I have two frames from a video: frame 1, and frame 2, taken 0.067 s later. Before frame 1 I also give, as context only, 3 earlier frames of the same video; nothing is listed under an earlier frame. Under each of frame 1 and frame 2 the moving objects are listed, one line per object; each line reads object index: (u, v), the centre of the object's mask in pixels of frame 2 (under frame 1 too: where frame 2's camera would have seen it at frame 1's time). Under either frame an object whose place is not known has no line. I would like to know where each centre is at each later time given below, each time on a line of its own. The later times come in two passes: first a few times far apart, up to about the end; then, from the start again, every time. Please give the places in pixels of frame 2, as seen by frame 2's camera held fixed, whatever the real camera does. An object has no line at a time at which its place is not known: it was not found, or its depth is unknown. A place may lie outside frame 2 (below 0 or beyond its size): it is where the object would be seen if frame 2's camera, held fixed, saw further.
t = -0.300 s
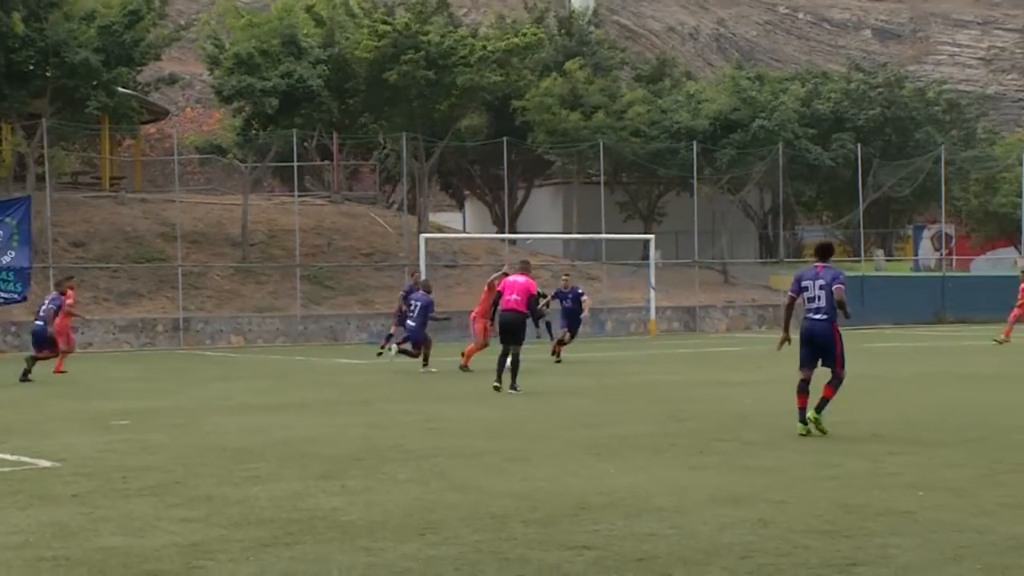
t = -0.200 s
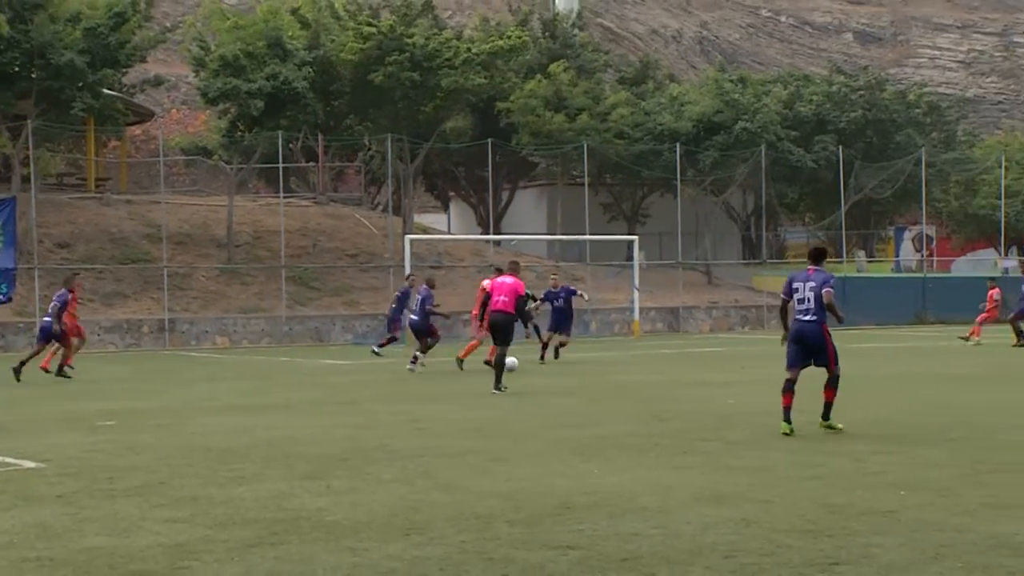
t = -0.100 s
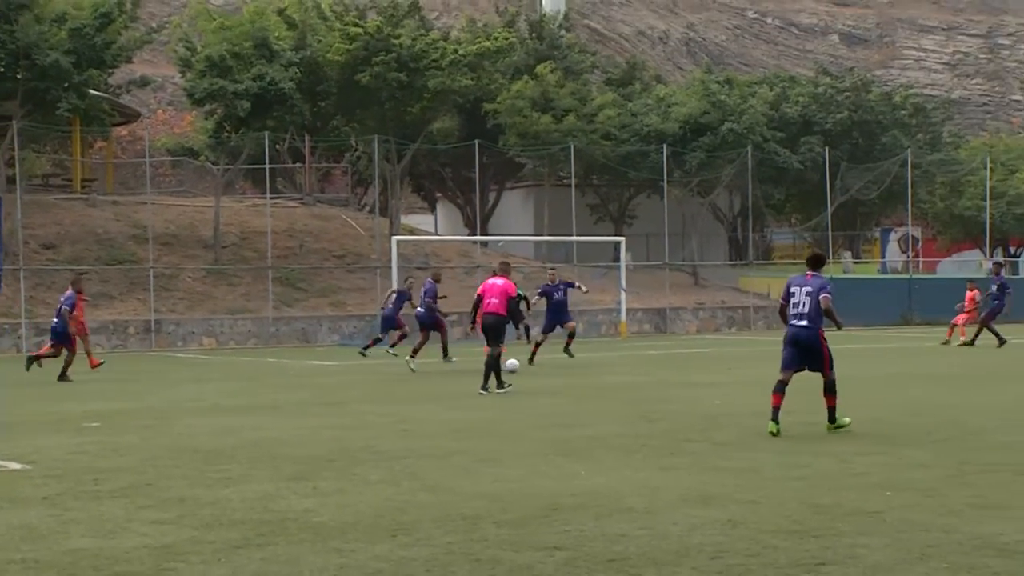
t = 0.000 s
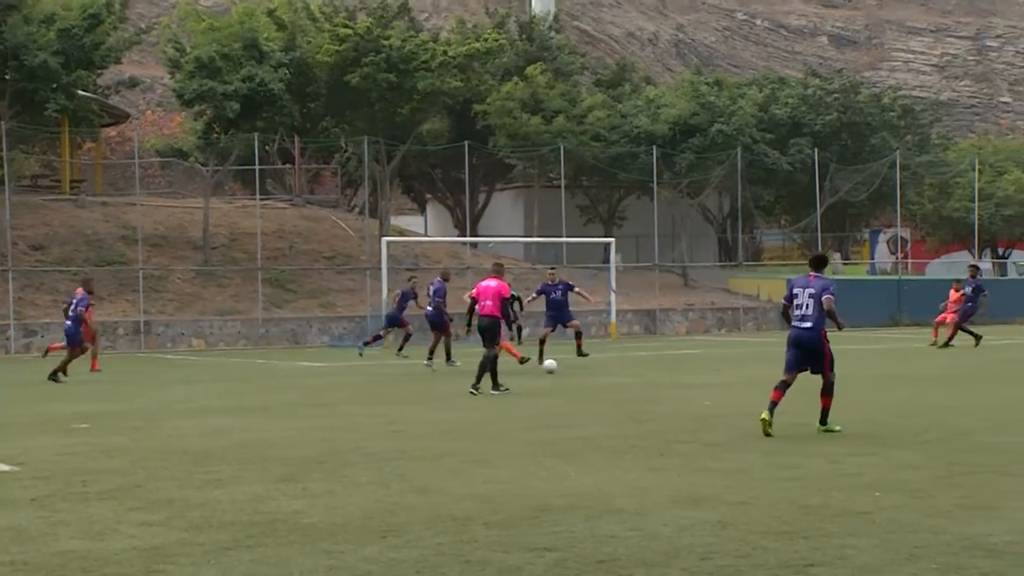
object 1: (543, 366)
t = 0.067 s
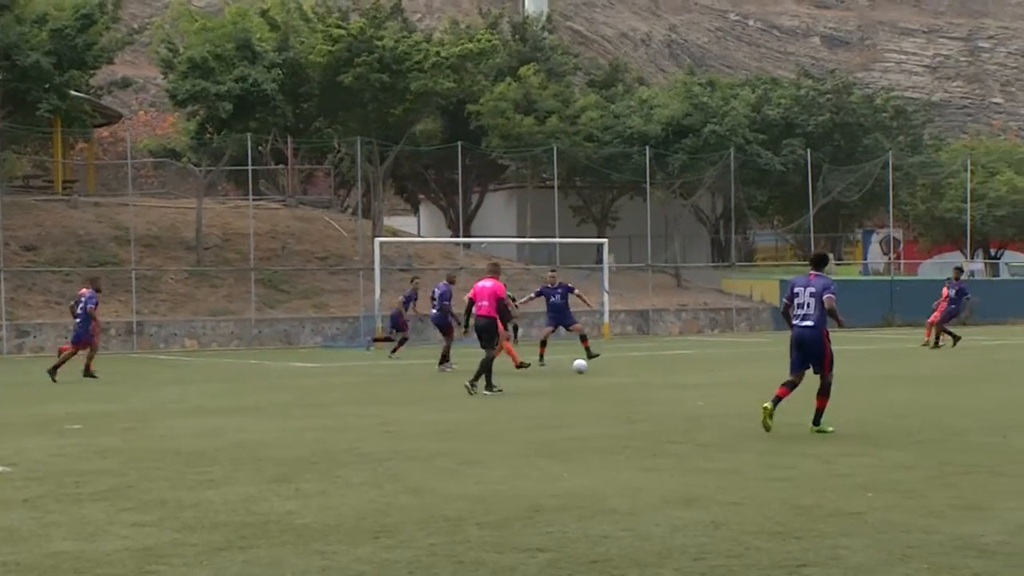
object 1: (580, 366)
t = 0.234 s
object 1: (663, 364)
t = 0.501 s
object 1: (772, 362)
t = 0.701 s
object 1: (846, 360)
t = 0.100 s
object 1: (599, 367)
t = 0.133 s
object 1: (616, 366)
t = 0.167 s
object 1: (632, 365)
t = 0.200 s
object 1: (648, 365)
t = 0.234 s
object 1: (663, 364)
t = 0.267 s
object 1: (678, 365)
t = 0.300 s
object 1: (693, 364)
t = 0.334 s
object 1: (707, 364)
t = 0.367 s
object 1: (720, 362)
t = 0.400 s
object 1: (734, 362)
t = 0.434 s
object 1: (746, 363)
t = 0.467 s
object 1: (759, 363)
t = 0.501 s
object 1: (772, 362)
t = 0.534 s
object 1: (784, 361)
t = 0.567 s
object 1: (796, 362)
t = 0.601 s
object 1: (809, 363)
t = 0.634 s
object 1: (822, 362)
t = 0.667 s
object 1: (836, 361)
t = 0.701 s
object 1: (846, 360)
